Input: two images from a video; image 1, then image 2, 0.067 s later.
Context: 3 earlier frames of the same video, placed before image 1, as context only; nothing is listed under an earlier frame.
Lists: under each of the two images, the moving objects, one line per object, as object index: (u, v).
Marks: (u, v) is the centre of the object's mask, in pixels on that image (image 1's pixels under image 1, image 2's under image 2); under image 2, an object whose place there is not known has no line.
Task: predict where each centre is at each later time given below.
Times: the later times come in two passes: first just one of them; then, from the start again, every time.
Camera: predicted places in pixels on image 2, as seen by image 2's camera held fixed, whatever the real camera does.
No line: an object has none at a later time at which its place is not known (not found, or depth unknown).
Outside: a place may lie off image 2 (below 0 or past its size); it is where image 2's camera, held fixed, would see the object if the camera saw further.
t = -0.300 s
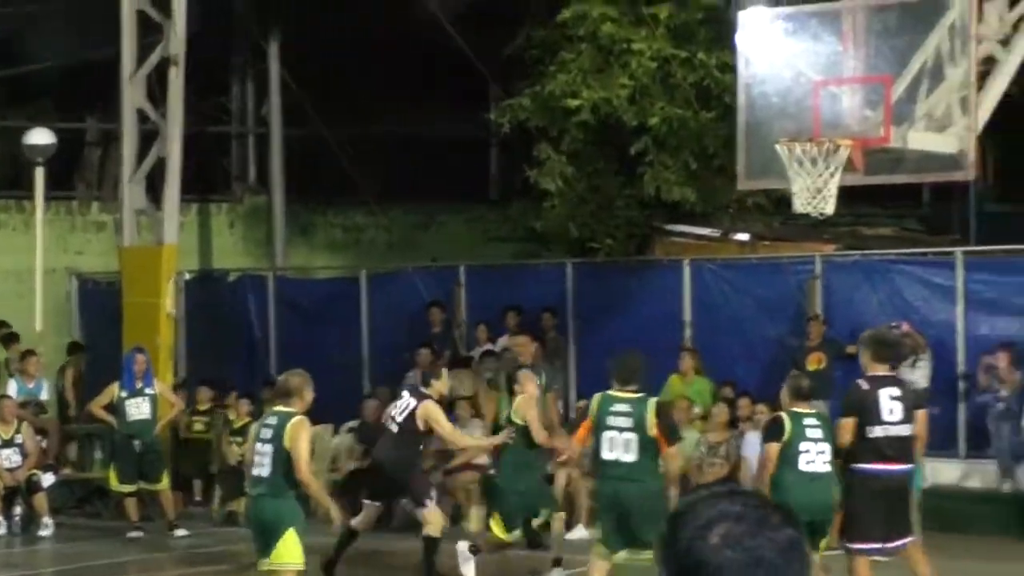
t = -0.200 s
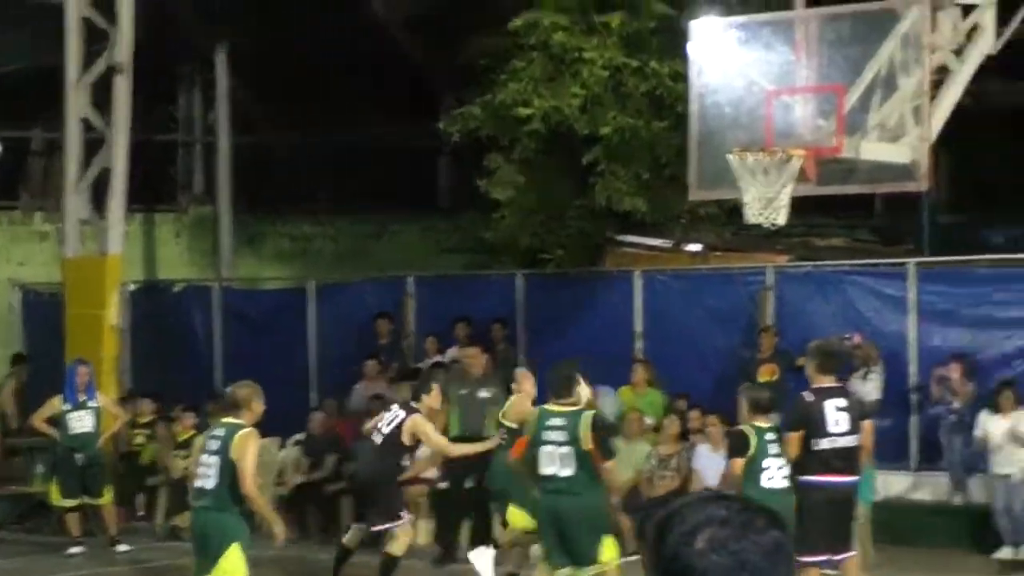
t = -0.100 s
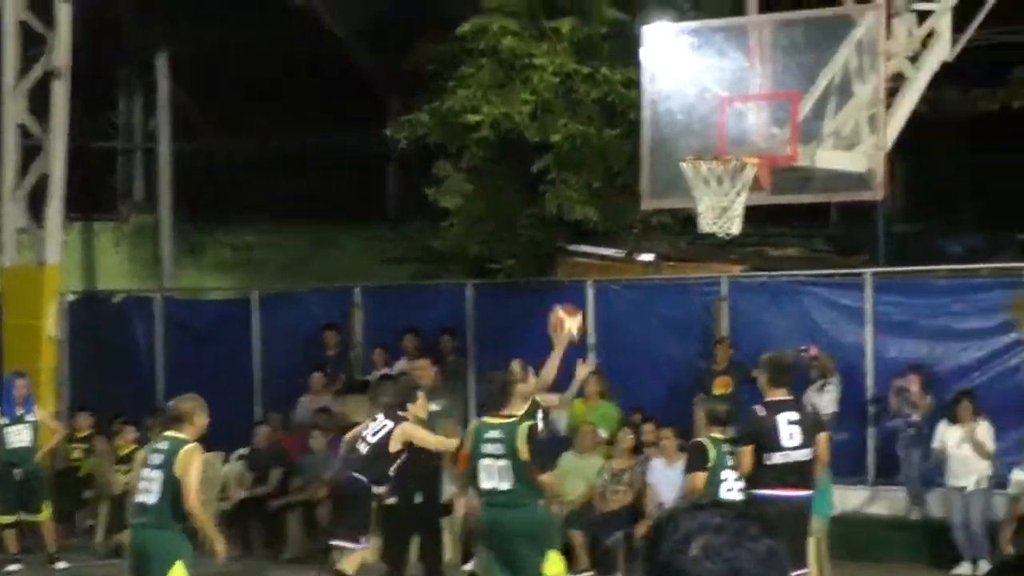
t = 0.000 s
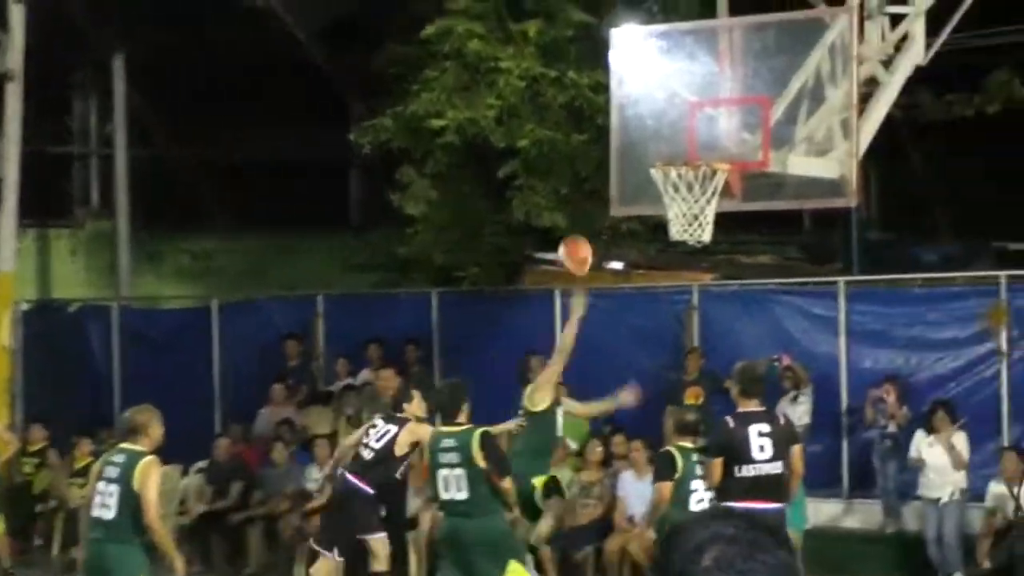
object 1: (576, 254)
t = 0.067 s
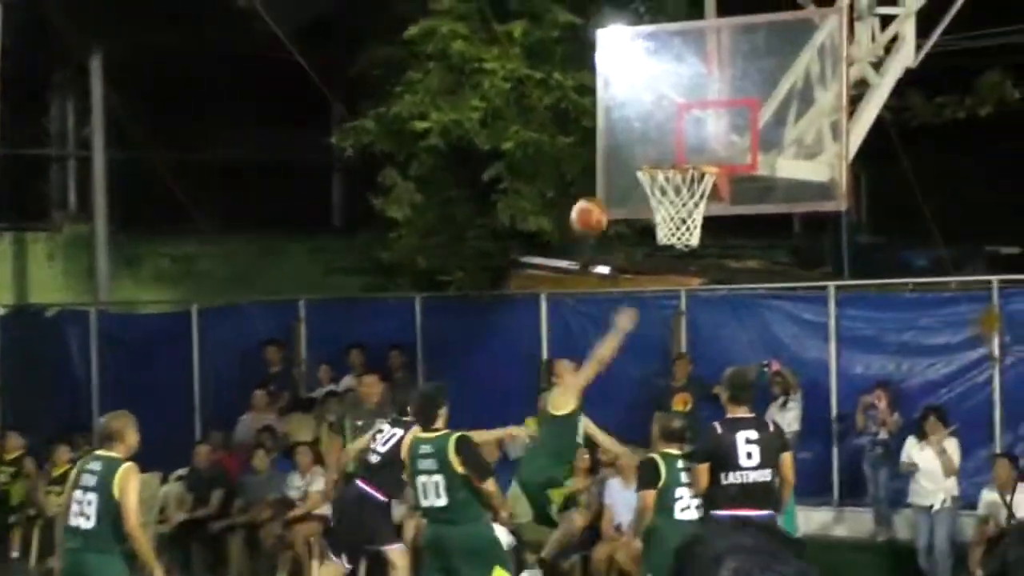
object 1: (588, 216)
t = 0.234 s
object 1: (652, 145)
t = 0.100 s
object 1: (602, 198)
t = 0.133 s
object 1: (618, 181)
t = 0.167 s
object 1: (632, 161)
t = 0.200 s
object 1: (646, 149)
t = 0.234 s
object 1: (652, 145)
